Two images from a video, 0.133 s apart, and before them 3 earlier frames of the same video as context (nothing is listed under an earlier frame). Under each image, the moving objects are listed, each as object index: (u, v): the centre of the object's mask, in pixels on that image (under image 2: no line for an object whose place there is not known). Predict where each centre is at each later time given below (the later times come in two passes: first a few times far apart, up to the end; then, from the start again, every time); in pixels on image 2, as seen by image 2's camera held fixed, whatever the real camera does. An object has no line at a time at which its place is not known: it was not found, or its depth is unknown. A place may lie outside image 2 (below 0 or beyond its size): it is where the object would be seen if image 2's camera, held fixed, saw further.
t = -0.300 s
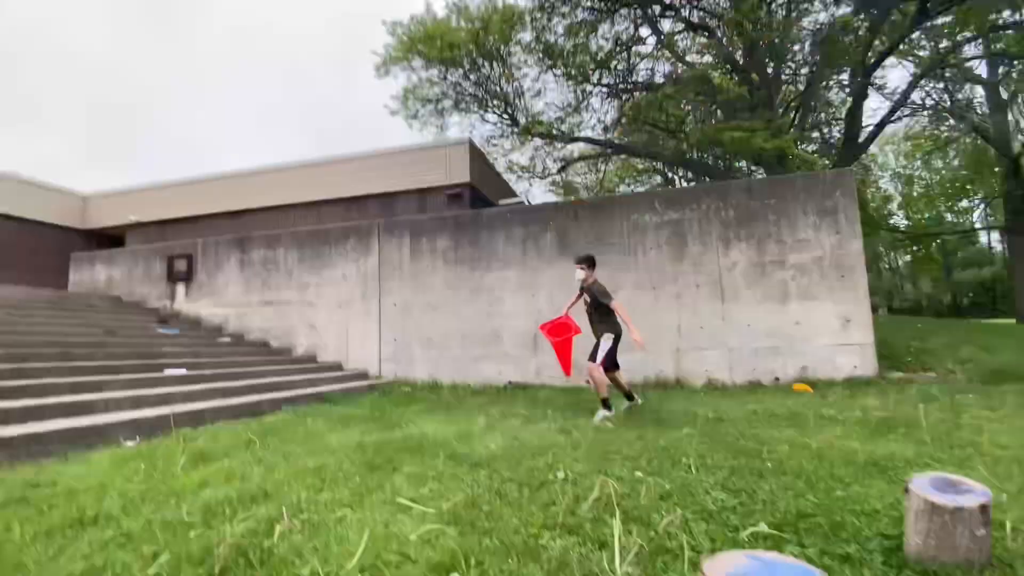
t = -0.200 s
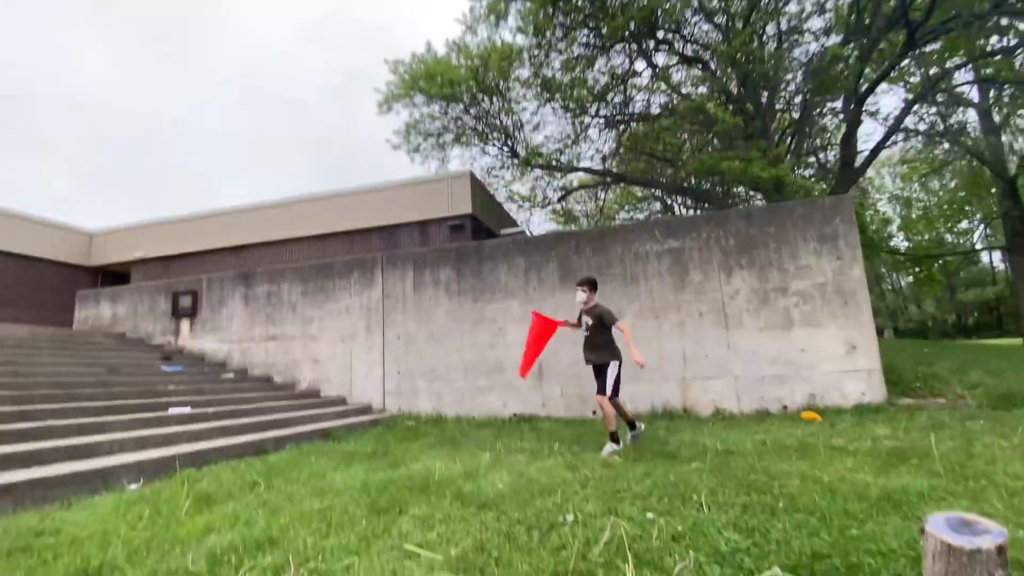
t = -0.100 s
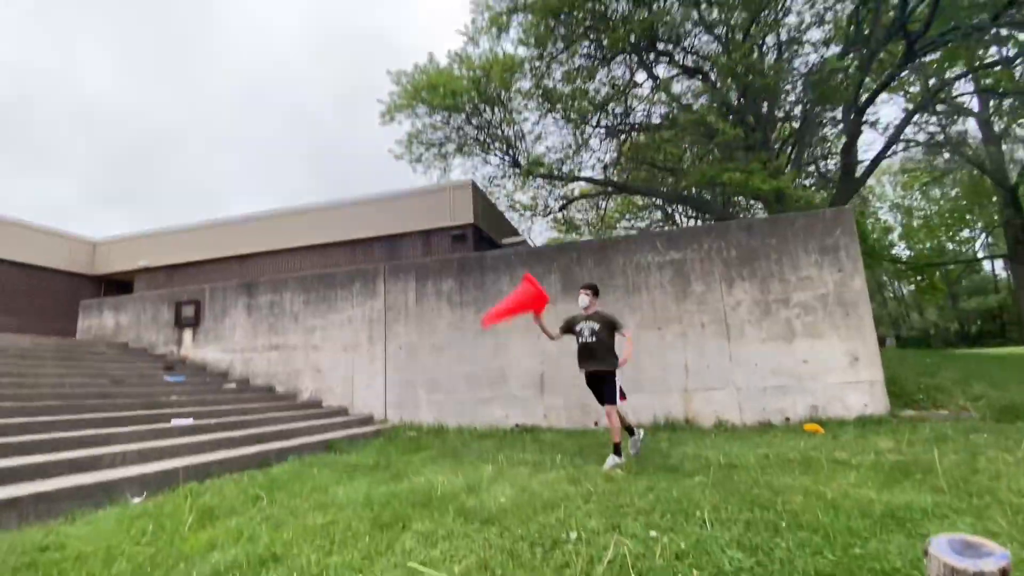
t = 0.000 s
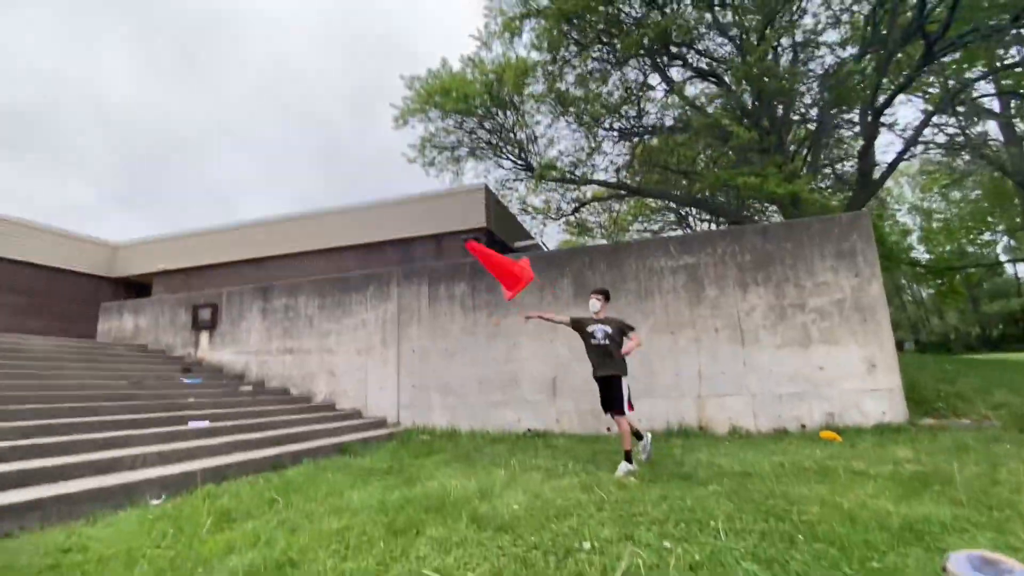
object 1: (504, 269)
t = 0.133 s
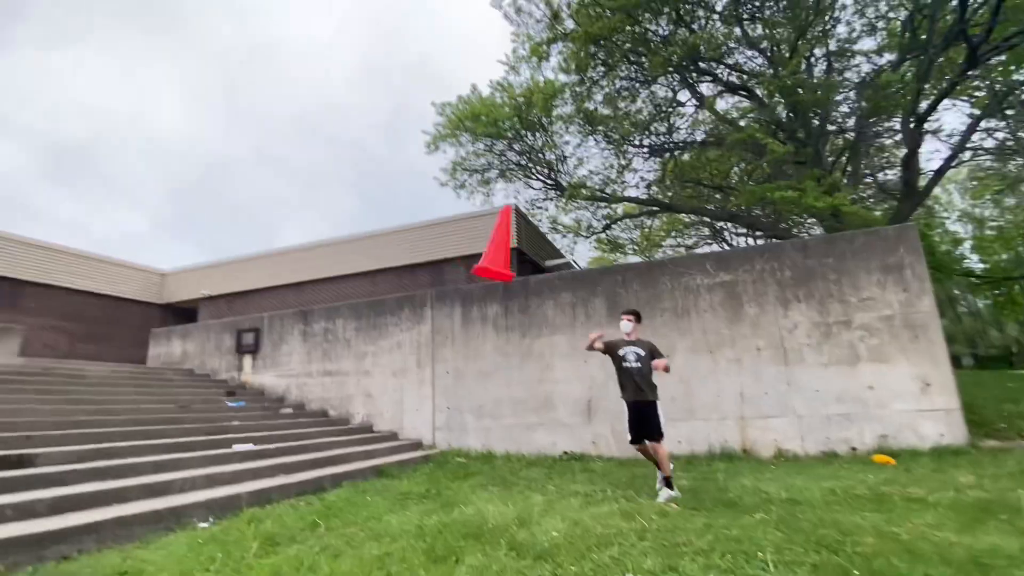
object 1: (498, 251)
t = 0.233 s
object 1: (462, 243)
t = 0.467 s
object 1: (369, 256)
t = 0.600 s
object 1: (301, 278)
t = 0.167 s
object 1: (487, 249)
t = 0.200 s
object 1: (474, 246)
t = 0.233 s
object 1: (462, 243)
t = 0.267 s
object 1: (450, 240)
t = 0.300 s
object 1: (440, 238)
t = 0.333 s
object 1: (429, 239)
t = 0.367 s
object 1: (417, 242)
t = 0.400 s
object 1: (403, 247)
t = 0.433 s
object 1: (387, 253)
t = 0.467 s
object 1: (369, 256)
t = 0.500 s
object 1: (353, 260)
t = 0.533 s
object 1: (336, 265)
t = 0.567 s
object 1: (319, 272)
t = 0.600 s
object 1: (301, 278)
